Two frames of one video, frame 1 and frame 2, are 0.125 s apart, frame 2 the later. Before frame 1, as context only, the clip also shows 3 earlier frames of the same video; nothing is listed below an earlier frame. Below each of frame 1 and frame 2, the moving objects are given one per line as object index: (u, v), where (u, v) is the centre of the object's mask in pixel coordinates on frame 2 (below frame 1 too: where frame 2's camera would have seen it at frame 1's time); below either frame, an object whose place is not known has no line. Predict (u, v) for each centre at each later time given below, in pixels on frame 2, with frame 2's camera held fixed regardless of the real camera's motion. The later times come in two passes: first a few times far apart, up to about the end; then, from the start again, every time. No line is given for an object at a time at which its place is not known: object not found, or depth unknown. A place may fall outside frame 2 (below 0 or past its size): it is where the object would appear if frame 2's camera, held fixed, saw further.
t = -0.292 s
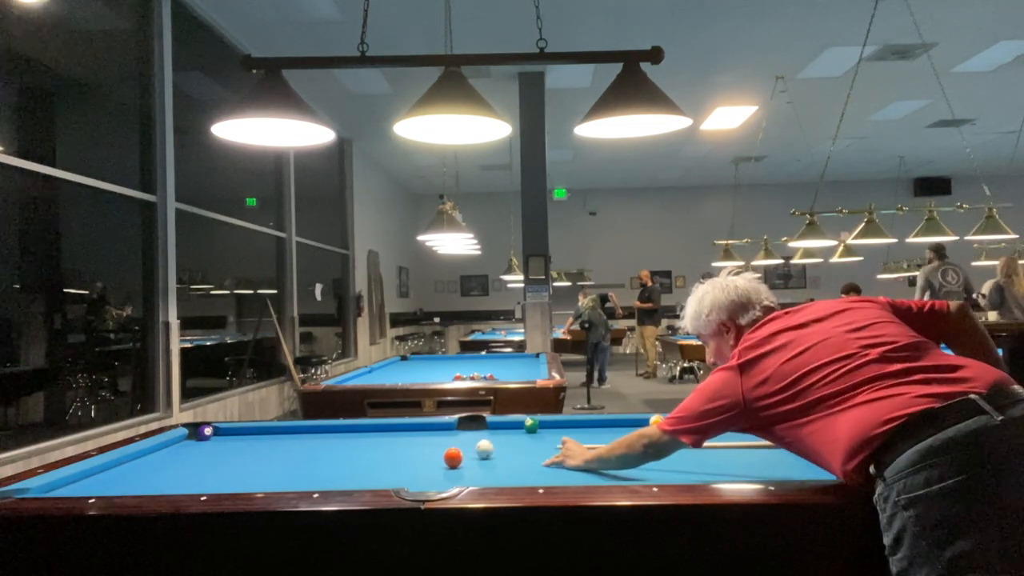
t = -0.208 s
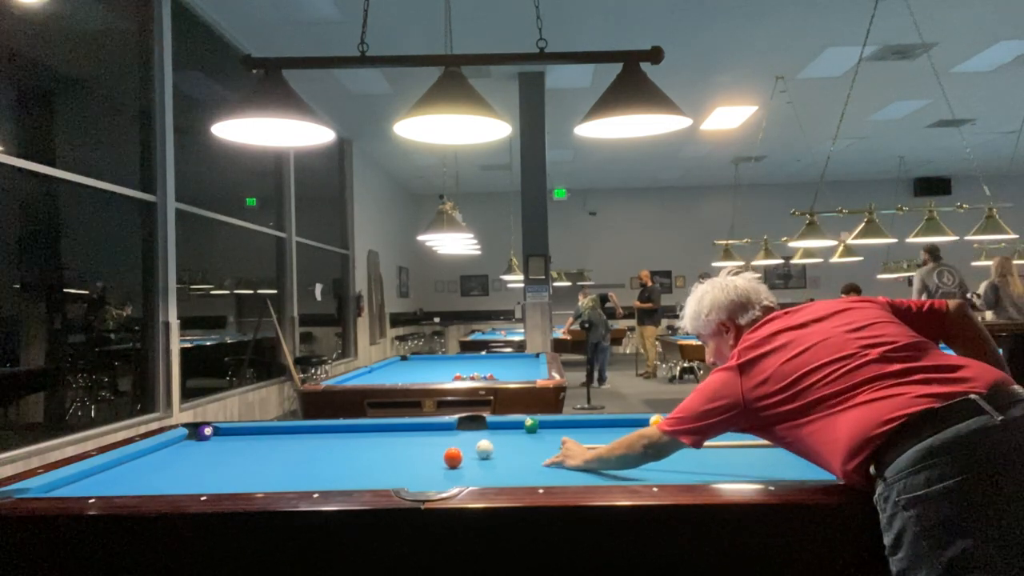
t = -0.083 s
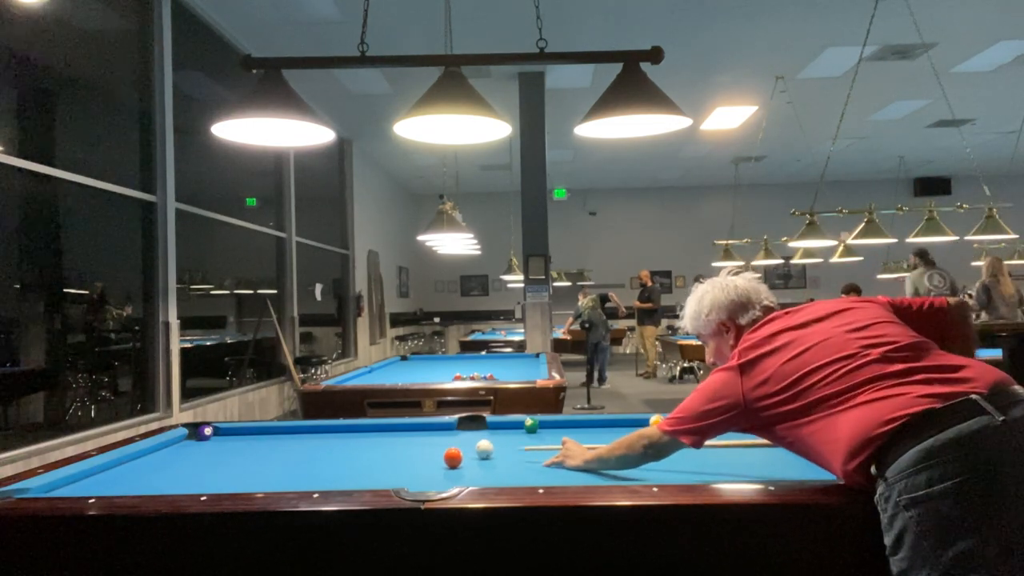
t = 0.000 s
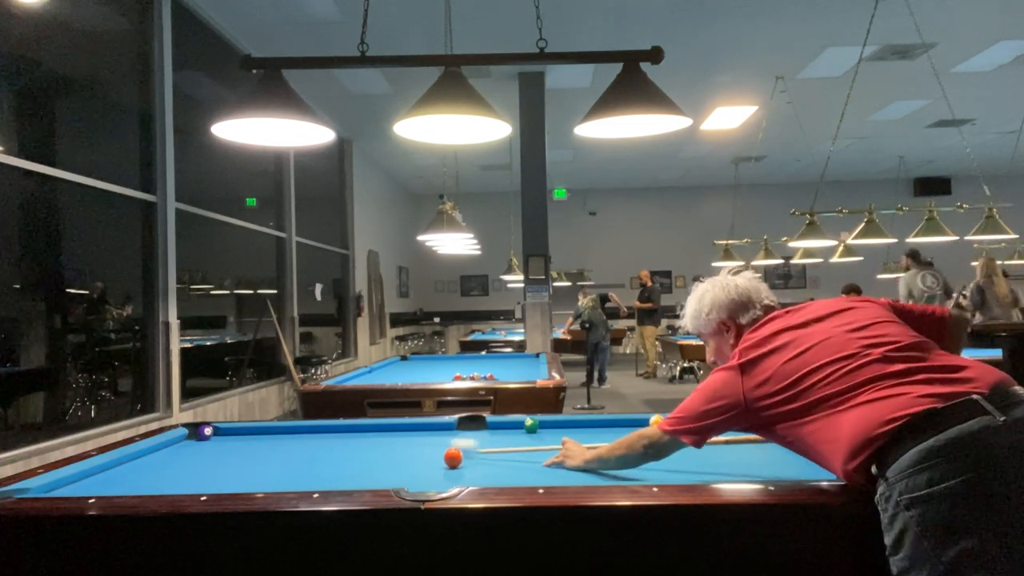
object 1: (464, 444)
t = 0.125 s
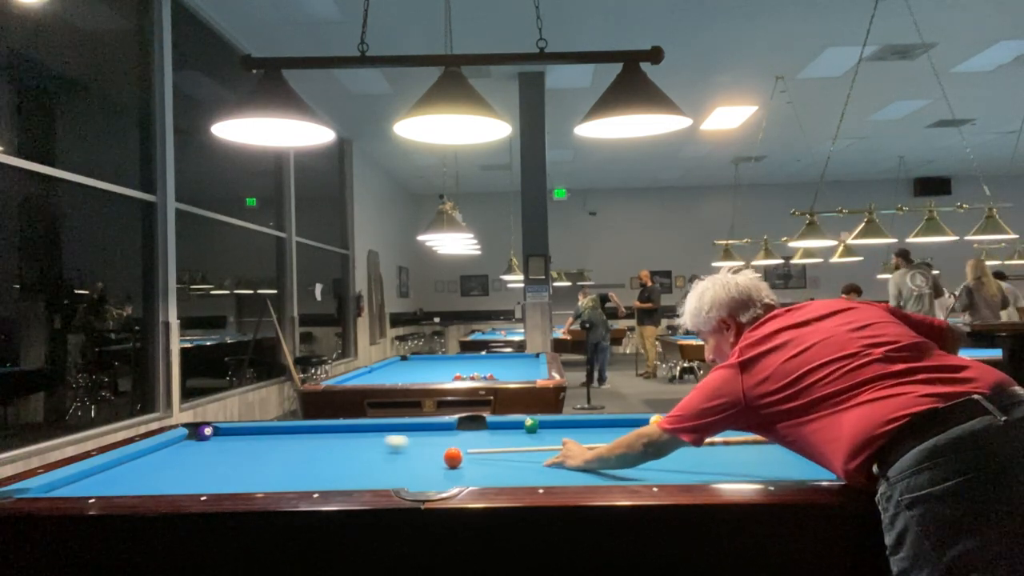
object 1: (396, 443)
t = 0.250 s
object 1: (344, 441)
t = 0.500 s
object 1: (255, 437)
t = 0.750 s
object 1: (189, 437)
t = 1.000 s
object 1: (210, 441)
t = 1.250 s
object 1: (232, 445)
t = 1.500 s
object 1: (253, 450)
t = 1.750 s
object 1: (275, 455)
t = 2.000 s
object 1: (298, 460)
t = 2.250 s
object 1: (321, 465)
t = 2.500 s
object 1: (345, 470)
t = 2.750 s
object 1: (369, 474)
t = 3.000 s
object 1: (394, 478)
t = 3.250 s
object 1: (418, 483)
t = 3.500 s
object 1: (441, 485)
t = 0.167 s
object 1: (378, 442)
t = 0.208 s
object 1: (361, 442)
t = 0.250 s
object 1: (344, 441)
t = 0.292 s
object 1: (329, 439)
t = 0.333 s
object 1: (314, 439)
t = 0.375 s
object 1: (299, 438)
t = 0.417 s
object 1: (284, 438)
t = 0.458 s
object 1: (269, 437)
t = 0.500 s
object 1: (255, 437)
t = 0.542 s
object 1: (242, 436)
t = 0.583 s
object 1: (228, 435)
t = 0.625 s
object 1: (214, 435)
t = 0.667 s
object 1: (203, 434)
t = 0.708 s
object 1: (191, 436)
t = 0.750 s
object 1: (189, 437)
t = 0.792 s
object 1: (193, 438)
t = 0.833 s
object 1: (197, 438)
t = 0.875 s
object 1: (200, 439)
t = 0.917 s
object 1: (203, 440)
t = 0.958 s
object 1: (207, 440)
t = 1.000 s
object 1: (210, 441)
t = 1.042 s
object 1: (214, 442)
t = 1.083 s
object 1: (217, 442)
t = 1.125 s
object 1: (220, 443)
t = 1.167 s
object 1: (224, 444)
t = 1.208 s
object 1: (228, 445)
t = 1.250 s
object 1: (232, 445)
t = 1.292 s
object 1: (235, 446)
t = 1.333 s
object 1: (238, 447)
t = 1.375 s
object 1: (242, 448)
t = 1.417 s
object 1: (246, 449)
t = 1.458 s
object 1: (249, 449)
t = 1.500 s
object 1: (253, 450)
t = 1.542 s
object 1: (257, 451)
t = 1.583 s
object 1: (260, 451)
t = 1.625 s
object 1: (264, 453)
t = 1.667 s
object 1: (268, 453)
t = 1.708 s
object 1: (272, 454)
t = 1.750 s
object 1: (275, 455)
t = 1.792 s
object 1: (279, 456)
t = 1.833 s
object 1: (283, 456)
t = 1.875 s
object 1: (287, 457)
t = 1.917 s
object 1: (291, 458)
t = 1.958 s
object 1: (294, 459)
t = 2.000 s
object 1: (298, 460)
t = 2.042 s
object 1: (302, 461)
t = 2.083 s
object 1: (306, 461)
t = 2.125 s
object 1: (309, 462)
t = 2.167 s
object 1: (313, 463)
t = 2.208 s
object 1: (317, 464)
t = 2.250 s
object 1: (321, 465)
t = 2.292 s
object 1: (325, 465)
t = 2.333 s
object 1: (329, 466)
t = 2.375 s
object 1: (333, 467)
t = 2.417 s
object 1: (337, 468)
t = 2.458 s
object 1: (341, 469)
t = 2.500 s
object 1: (345, 470)
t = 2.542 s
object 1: (349, 471)
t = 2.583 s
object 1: (353, 472)
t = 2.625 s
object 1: (357, 472)
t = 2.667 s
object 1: (361, 473)
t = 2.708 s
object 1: (365, 474)
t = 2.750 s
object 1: (369, 474)
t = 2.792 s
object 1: (373, 475)
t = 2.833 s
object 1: (377, 475)
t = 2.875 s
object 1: (381, 476)
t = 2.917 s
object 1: (385, 476)
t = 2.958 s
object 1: (389, 477)
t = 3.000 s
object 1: (394, 478)
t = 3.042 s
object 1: (398, 478)
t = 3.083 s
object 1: (402, 479)
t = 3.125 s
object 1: (406, 479)
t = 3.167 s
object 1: (410, 480)
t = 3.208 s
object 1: (414, 482)
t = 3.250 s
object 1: (418, 483)
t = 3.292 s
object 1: (421, 484)
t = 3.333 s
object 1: (425, 484)
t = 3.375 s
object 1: (430, 484)
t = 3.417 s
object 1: (433, 484)
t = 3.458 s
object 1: (437, 485)
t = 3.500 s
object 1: (441, 485)
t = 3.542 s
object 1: (444, 486)
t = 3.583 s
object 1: (444, 488)
